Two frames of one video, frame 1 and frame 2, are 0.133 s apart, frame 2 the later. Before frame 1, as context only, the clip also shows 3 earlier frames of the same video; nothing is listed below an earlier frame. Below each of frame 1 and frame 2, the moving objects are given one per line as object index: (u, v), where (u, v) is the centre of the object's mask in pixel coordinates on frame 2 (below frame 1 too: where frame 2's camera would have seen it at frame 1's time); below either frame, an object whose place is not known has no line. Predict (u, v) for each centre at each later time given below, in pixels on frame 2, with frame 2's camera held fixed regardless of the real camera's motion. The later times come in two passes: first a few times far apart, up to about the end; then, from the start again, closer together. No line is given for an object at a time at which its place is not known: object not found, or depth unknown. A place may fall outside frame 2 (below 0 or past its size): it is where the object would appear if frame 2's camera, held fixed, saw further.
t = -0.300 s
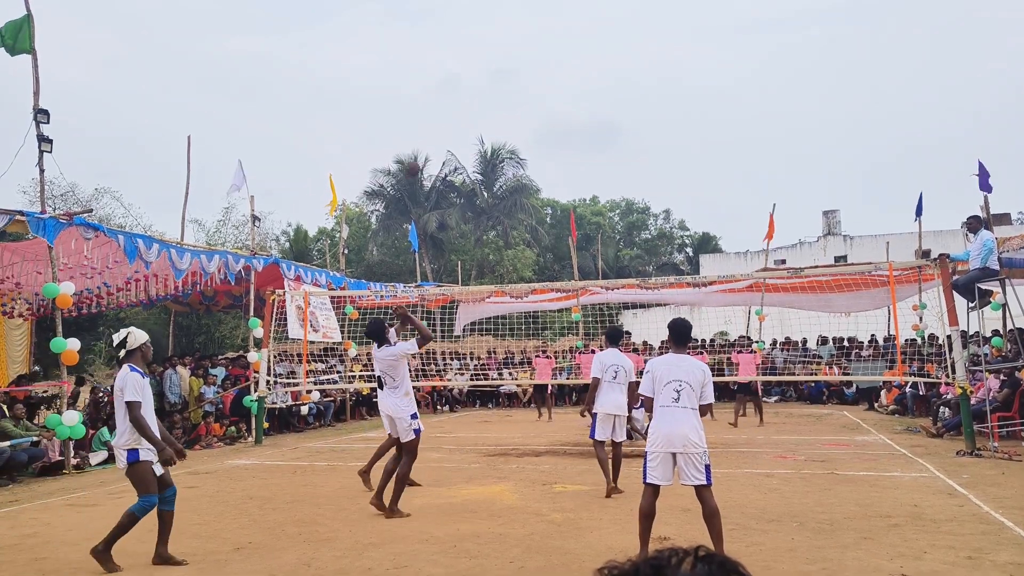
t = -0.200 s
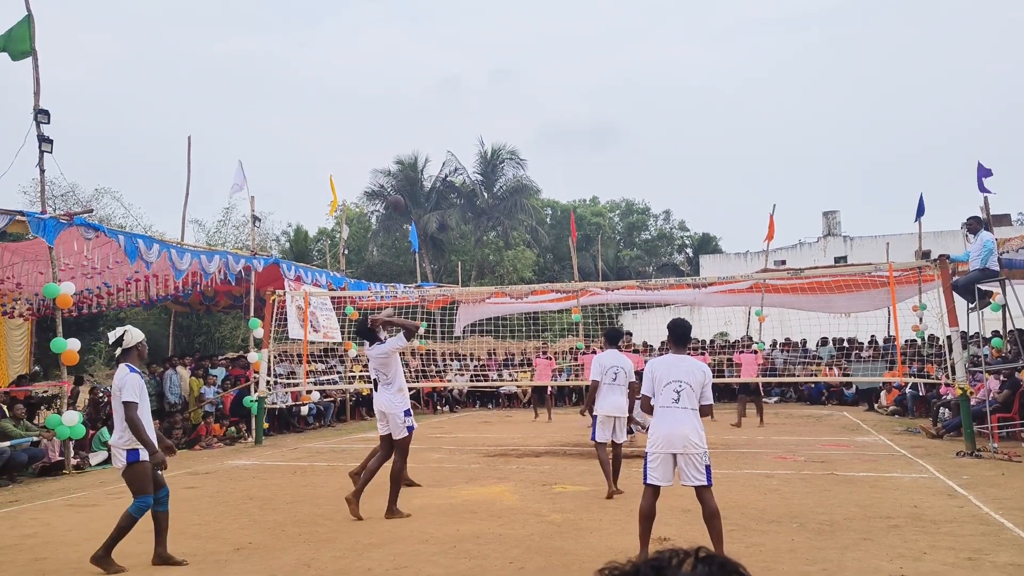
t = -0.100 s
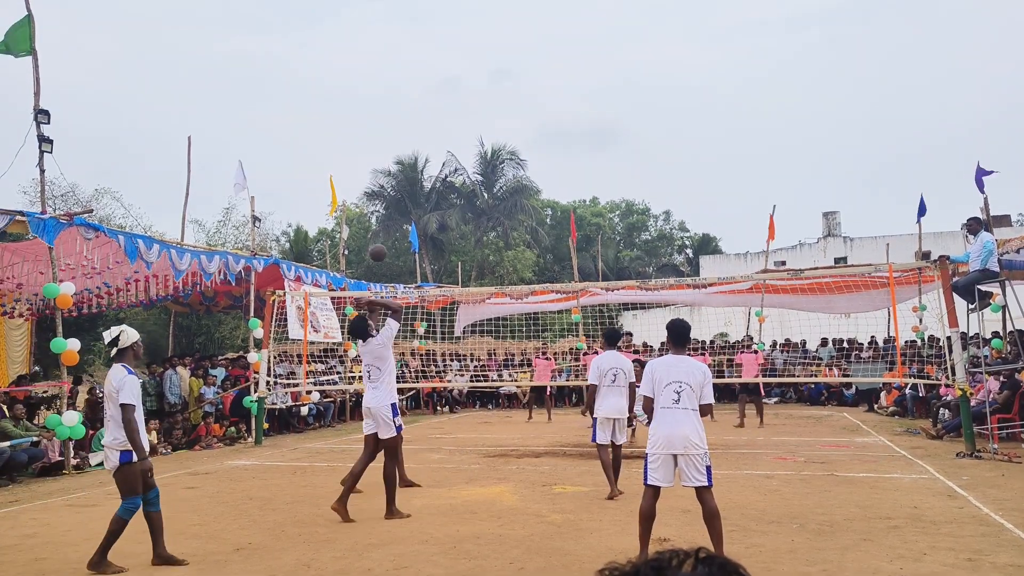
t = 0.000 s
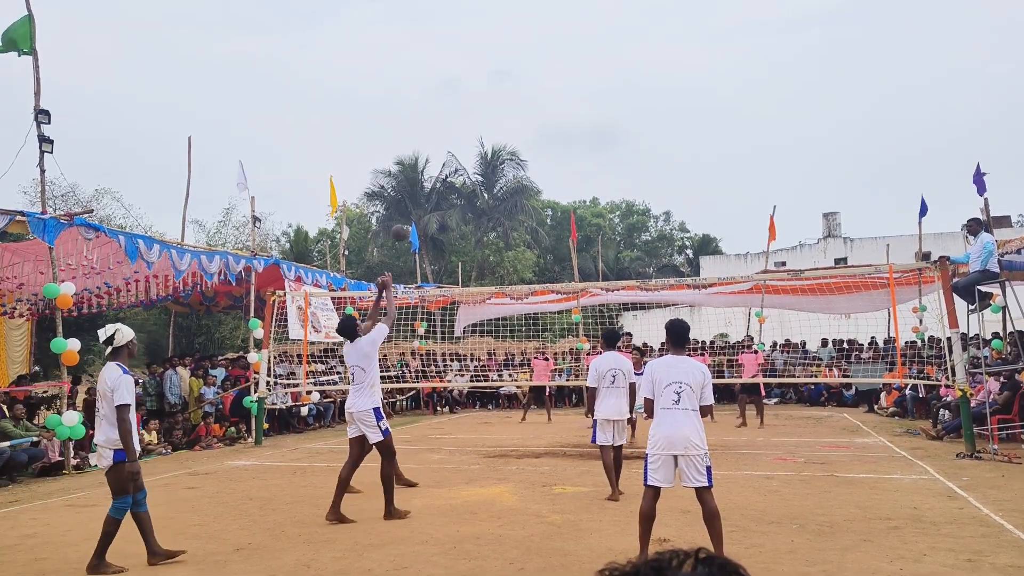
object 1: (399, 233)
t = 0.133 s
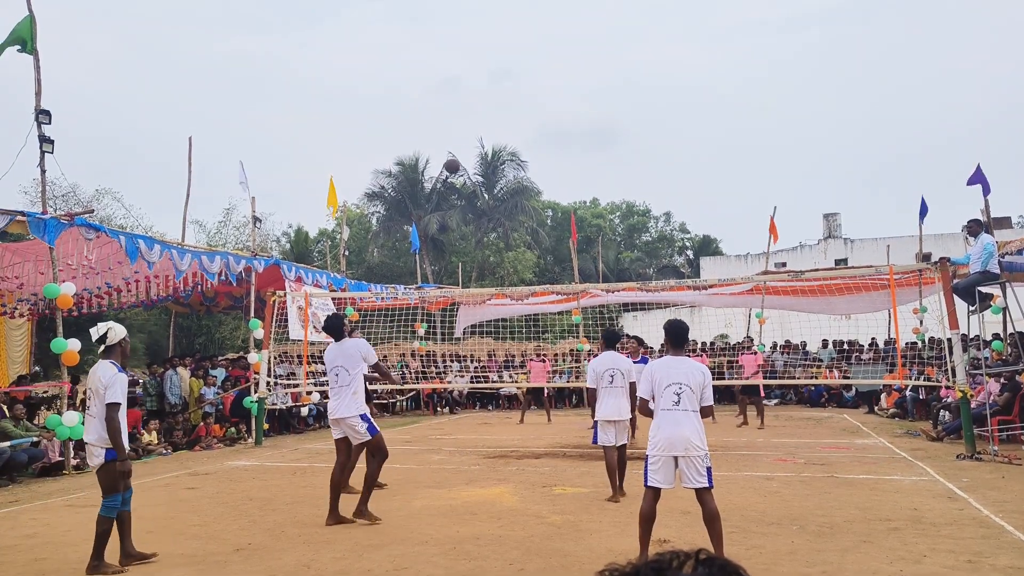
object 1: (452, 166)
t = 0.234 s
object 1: (484, 134)
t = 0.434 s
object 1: (537, 103)
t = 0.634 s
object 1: (578, 105)
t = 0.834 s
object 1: (613, 130)
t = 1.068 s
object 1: (648, 181)
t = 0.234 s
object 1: (484, 134)
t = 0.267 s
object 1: (494, 126)
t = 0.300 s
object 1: (503, 119)
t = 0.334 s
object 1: (512, 113)
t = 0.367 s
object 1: (521, 109)
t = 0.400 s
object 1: (529, 105)
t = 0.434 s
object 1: (537, 103)
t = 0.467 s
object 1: (544, 101)
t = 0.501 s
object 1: (552, 100)
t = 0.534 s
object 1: (559, 101)
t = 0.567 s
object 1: (565, 101)
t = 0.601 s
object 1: (572, 103)
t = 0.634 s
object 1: (578, 105)
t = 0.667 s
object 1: (585, 108)
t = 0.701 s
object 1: (591, 111)
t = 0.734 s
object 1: (596, 115)
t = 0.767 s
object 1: (602, 120)
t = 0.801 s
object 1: (608, 124)
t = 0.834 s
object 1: (613, 130)
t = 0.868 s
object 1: (618, 136)
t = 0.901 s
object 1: (623, 142)
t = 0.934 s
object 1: (629, 149)
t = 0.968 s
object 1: (633, 156)
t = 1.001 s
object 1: (638, 164)
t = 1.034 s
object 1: (643, 172)
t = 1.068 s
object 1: (648, 181)
